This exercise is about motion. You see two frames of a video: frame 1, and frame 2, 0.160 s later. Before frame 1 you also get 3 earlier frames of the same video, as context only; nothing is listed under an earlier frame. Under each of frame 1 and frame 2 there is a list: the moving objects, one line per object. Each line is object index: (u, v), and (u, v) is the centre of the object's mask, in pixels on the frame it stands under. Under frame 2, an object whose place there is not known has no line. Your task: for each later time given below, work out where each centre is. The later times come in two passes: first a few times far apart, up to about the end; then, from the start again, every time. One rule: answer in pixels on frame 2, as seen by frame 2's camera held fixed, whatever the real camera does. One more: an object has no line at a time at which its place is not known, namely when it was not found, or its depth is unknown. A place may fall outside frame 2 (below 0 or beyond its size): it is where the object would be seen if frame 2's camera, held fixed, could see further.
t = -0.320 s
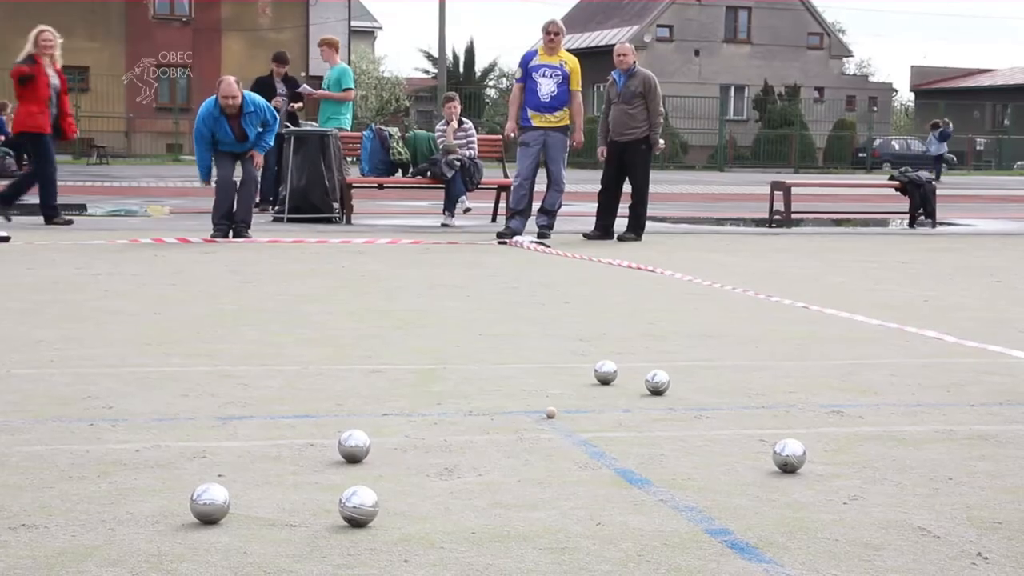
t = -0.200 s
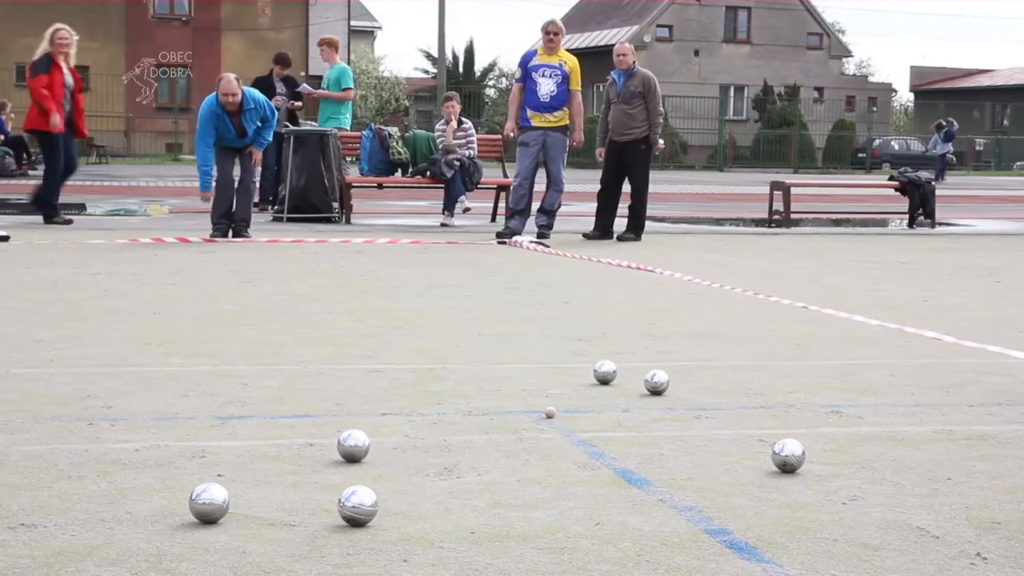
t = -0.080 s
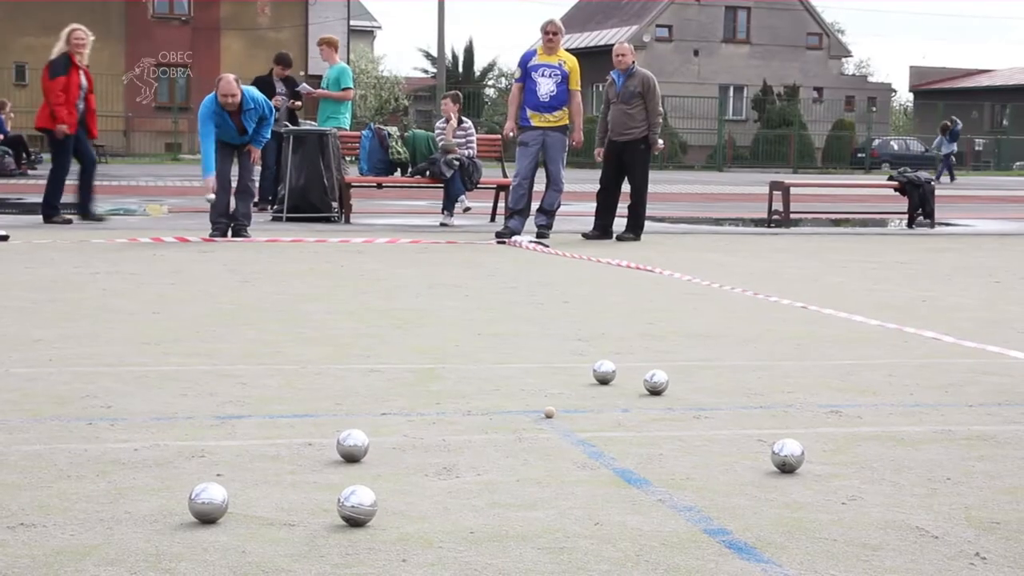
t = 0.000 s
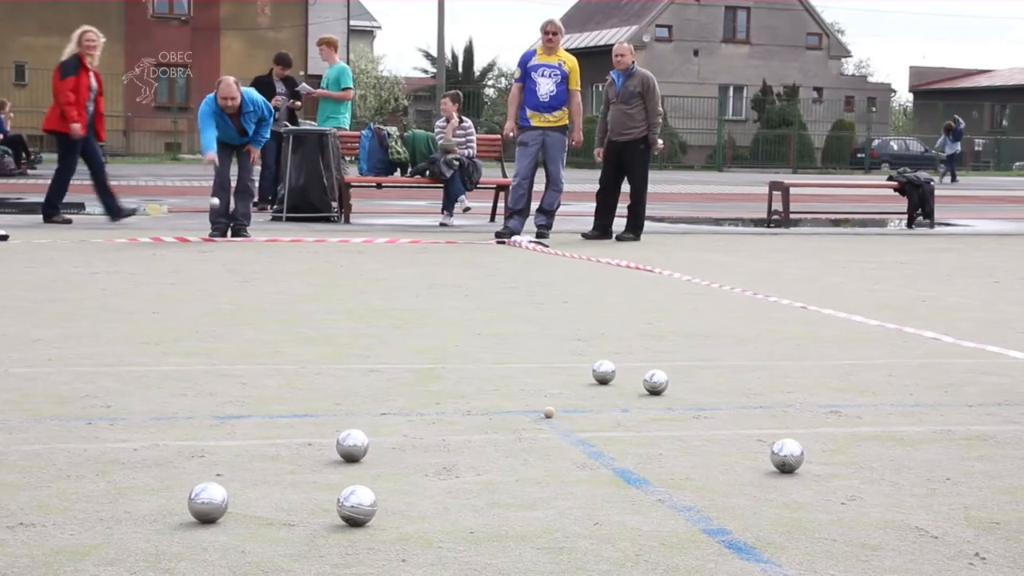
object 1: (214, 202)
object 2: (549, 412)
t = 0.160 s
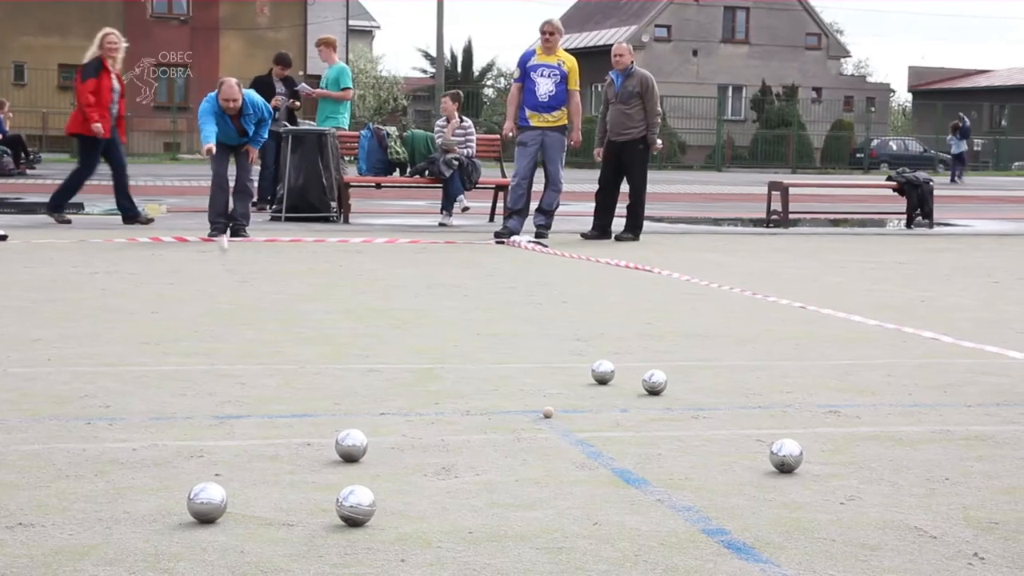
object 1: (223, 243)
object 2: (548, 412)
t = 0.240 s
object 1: (227, 243)
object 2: (547, 412)
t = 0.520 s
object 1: (243, 258)
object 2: (547, 412)
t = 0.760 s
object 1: (258, 267)
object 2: (547, 412)
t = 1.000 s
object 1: (274, 275)
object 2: (547, 412)
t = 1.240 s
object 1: (291, 283)
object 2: (547, 412)
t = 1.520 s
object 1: (311, 293)
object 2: (547, 412)
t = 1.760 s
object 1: (329, 303)
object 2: (547, 412)
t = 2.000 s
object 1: (349, 312)
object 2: (547, 412)
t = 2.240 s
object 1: (370, 323)
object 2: (547, 412)
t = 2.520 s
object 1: (396, 336)
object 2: (547, 412)
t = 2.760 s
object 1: (420, 348)
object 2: (547, 412)
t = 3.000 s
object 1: (446, 360)
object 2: (547, 412)
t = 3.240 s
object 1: (474, 371)
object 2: (547, 412)
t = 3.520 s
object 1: (508, 386)
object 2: (547, 412)
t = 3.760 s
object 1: (537, 399)
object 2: (548, 412)
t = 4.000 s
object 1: (566, 409)
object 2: (574, 421)
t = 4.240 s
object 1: (591, 419)
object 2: (601, 433)
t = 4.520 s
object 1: (613, 430)
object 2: (626, 444)
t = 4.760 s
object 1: (626, 439)
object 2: (640, 452)
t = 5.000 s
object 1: (634, 446)
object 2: (651, 458)
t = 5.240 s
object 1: (637, 451)
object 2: (661, 463)
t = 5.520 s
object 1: (637, 454)
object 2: (666, 465)
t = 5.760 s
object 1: (636, 455)
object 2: (667, 466)
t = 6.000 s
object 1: (636, 455)
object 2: (667, 466)
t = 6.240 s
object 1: (636, 455)
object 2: (667, 466)
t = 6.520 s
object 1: (636, 455)
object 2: (667, 466)
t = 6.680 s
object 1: (636, 455)
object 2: (667, 466)
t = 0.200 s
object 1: (224, 246)
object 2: (547, 412)
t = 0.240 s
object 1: (227, 243)
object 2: (547, 412)
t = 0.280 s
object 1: (229, 242)
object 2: (547, 412)
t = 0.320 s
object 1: (231, 243)
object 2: (547, 412)
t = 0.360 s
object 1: (233, 247)
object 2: (548, 412)
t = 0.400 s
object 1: (235, 252)
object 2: (547, 412)
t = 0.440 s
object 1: (237, 256)
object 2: (548, 412)
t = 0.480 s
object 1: (240, 255)
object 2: (547, 412)
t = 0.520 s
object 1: (243, 258)
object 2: (547, 412)
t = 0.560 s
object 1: (245, 260)
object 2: (548, 412)
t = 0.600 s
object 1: (247, 261)
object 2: (548, 412)
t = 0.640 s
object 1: (250, 262)
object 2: (547, 412)
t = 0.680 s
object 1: (253, 263)
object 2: (547, 412)
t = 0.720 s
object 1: (255, 265)
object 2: (547, 412)
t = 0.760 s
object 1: (258, 267)
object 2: (547, 412)
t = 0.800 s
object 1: (261, 268)
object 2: (548, 412)
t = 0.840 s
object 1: (263, 269)
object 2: (548, 412)
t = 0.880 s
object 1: (266, 270)
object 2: (548, 412)
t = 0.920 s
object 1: (269, 271)
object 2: (548, 412)
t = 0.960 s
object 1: (272, 273)
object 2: (548, 412)
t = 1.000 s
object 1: (274, 275)
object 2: (547, 412)
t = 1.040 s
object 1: (277, 276)
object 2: (548, 412)
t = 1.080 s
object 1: (280, 277)
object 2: (548, 412)
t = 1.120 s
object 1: (283, 279)
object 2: (548, 412)
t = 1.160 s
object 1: (285, 281)
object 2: (548, 412)
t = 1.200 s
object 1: (288, 282)
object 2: (547, 412)
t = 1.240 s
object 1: (291, 283)
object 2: (547, 412)
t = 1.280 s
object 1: (294, 285)
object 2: (547, 412)
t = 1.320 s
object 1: (297, 286)
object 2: (547, 412)
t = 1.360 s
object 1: (300, 288)
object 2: (547, 412)
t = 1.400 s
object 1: (303, 288)
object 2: (547, 412)
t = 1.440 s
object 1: (305, 290)
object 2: (547, 412)
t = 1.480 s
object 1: (308, 292)
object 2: (547, 412)
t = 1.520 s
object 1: (311, 293)
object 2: (547, 412)
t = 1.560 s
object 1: (314, 295)
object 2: (547, 412)
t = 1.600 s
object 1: (317, 296)
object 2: (547, 412)
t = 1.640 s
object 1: (320, 298)
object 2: (547, 412)
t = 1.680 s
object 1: (323, 299)
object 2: (547, 412)
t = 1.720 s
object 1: (326, 301)
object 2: (547, 412)
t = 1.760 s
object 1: (329, 303)
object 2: (547, 412)
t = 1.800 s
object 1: (332, 305)
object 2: (547, 412)
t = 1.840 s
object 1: (336, 306)
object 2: (547, 412)
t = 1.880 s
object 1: (339, 308)
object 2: (547, 412)
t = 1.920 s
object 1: (342, 309)
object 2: (547, 412)
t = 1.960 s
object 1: (345, 311)
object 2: (547, 412)
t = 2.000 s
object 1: (349, 312)
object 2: (547, 412)
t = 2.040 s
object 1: (352, 314)
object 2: (547, 412)
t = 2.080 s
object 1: (355, 316)
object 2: (547, 412)
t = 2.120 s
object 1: (359, 318)
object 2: (547, 412)
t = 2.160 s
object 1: (362, 320)
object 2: (547, 412)
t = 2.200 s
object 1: (366, 322)
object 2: (547, 412)
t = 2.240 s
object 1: (370, 323)
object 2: (547, 412)
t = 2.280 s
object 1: (373, 325)
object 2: (547, 412)
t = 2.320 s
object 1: (377, 327)
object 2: (547, 412)
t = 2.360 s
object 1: (381, 328)
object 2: (547, 412)
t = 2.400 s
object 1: (384, 331)
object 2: (547, 412)
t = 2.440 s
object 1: (388, 333)
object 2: (547, 412)
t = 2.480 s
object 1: (392, 334)
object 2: (547, 412)
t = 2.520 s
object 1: (396, 336)
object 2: (547, 412)
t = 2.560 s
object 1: (400, 338)
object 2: (547, 412)
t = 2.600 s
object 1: (404, 340)
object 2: (547, 412)
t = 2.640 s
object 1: (408, 342)
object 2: (547, 412)
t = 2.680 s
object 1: (412, 344)
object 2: (547, 412)
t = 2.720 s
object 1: (416, 346)
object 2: (547, 412)
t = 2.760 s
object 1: (420, 348)
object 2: (547, 412)
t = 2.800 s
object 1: (425, 349)
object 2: (547, 412)
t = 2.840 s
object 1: (428, 351)
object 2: (548, 412)
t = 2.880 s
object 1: (433, 353)
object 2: (547, 412)
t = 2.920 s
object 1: (437, 355)
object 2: (547, 412)
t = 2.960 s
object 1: (442, 357)
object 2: (548, 412)
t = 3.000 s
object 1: (446, 360)
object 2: (547, 412)
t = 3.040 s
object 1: (451, 362)
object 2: (548, 412)
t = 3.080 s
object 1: (455, 364)
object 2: (547, 412)
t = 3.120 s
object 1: (460, 365)
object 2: (547, 412)
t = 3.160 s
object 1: (465, 367)
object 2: (547, 412)
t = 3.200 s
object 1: (470, 369)
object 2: (548, 412)
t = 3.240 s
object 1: (474, 371)
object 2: (547, 412)
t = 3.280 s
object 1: (478, 373)
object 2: (547, 412)
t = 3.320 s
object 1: (484, 375)
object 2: (547, 412)
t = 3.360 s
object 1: (488, 377)
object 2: (547, 412)
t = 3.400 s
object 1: (493, 379)
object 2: (547, 412)
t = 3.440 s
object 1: (498, 381)
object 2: (547, 412)
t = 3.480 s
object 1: (503, 384)
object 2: (547, 412)
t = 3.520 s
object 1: (508, 386)
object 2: (547, 412)
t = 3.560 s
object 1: (513, 388)
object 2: (547, 412)
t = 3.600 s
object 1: (518, 390)
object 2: (547, 412)
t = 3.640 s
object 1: (522, 392)
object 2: (547, 412)
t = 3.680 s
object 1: (527, 394)
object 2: (548, 412)
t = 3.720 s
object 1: (532, 397)
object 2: (548, 412)
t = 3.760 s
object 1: (537, 399)
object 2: (548, 412)
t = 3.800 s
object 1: (542, 400)
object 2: (548, 412)
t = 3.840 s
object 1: (547, 402)
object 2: (554, 414)
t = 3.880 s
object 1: (552, 404)
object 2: (559, 416)
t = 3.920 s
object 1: (557, 406)
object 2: (565, 418)
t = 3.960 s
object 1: (562, 408)
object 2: (570, 420)
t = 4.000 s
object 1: (566, 409)
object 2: (574, 421)
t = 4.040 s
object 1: (571, 411)
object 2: (579, 423)
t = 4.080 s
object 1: (575, 412)
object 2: (584, 425)
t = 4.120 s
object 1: (579, 414)
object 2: (588, 426)
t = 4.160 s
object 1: (583, 415)
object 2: (593, 428)
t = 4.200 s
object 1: (587, 417)
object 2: (597, 430)
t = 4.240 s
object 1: (591, 419)
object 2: (601, 433)
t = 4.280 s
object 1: (594, 420)
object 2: (605, 434)
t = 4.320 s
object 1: (598, 422)
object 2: (609, 436)
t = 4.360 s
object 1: (601, 424)
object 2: (613, 438)
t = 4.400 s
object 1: (604, 425)
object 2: (616, 439)
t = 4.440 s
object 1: (608, 427)
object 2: (620, 441)
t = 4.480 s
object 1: (610, 428)
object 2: (623, 443)
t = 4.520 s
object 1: (613, 430)
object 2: (626, 444)
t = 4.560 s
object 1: (616, 431)
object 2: (628, 446)
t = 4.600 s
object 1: (618, 433)
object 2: (631, 447)
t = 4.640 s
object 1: (620, 434)
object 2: (633, 449)
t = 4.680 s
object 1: (622, 436)
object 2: (636, 450)
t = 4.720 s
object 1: (624, 437)
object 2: (638, 451)
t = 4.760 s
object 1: (626, 439)
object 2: (640, 452)
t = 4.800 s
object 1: (628, 440)
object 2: (643, 454)
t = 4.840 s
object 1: (629, 441)
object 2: (645, 454)
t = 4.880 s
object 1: (631, 442)
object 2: (646, 456)
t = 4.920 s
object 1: (632, 443)
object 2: (647, 456)
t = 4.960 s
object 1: (633, 445)
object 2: (649, 457)
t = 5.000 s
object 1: (634, 446)
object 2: (651, 458)
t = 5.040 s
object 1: (636, 447)
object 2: (653, 459)
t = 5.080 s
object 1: (637, 448)
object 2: (655, 460)
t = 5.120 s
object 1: (637, 448)
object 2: (656, 461)
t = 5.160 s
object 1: (638, 449)
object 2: (658, 461)
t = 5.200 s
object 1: (638, 450)
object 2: (660, 462)
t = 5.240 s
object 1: (637, 451)
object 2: (661, 463)
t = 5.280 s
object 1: (637, 452)
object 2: (662, 463)
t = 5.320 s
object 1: (637, 452)
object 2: (664, 464)
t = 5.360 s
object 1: (637, 453)
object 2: (664, 464)
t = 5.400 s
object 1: (637, 453)
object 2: (665, 464)
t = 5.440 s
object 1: (637, 454)
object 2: (666, 465)
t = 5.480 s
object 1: (637, 454)
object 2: (666, 465)
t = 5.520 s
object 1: (637, 454)
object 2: (666, 465)
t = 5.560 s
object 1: (636, 455)
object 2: (667, 466)
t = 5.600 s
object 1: (636, 455)
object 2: (667, 466)
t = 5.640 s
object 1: (636, 455)
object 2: (667, 466)
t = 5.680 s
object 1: (636, 455)
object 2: (667, 466)
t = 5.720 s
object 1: (636, 455)
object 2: (667, 466)
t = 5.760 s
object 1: (636, 455)
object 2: (667, 466)
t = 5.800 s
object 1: (636, 455)
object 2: (667, 466)
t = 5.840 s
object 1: (636, 455)
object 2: (667, 466)
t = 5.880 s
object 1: (636, 455)
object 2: (667, 466)
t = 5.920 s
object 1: (636, 455)
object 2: (667, 466)
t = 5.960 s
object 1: (636, 455)
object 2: (667, 466)
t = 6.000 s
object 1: (636, 455)
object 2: (667, 466)
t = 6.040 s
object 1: (636, 455)
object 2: (667, 466)
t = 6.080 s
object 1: (636, 455)
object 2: (667, 466)
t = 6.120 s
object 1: (636, 455)
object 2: (667, 466)
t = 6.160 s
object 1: (636, 455)
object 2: (667, 466)
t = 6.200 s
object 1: (636, 455)
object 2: (667, 466)
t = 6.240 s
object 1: (636, 455)
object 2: (667, 466)
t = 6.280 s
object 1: (636, 455)
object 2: (667, 466)
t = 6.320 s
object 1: (636, 455)
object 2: (667, 466)
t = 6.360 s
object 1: (636, 455)
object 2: (667, 466)
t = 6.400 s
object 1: (636, 455)
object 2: (667, 466)
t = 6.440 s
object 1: (636, 455)
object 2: (667, 466)
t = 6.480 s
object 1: (636, 455)
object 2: (667, 466)
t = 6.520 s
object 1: (636, 455)
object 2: (667, 466)
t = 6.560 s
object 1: (636, 455)
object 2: (667, 466)
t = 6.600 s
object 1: (636, 455)
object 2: (667, 466)
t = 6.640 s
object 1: (636, 455)
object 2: (667, 466)
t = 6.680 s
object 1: (636, 455)
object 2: (667, 466)
